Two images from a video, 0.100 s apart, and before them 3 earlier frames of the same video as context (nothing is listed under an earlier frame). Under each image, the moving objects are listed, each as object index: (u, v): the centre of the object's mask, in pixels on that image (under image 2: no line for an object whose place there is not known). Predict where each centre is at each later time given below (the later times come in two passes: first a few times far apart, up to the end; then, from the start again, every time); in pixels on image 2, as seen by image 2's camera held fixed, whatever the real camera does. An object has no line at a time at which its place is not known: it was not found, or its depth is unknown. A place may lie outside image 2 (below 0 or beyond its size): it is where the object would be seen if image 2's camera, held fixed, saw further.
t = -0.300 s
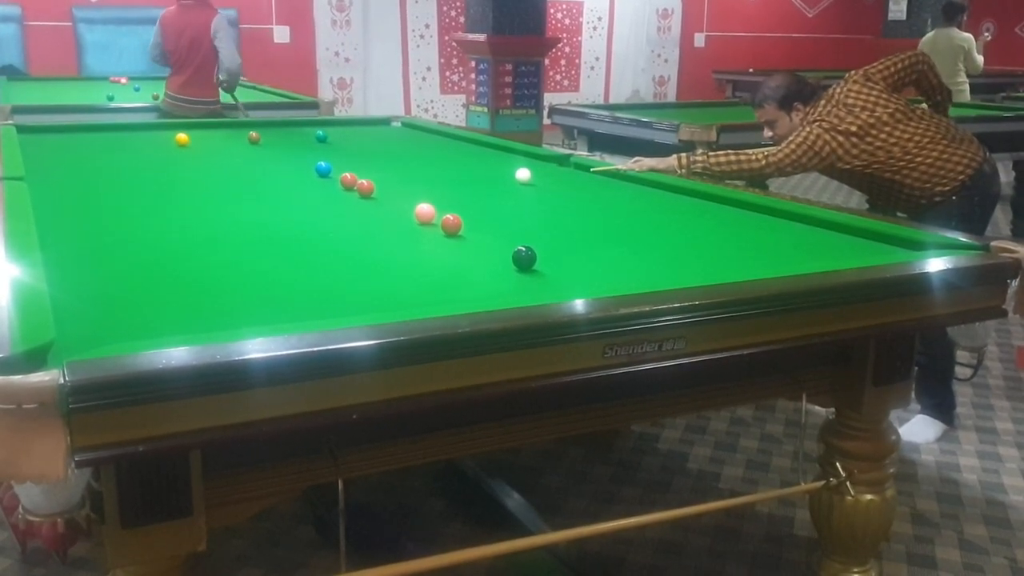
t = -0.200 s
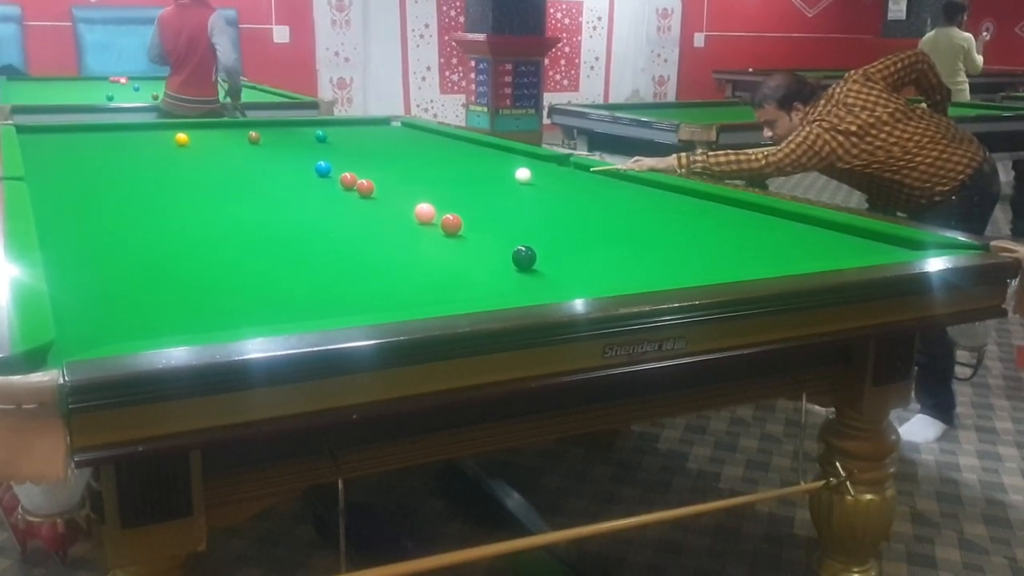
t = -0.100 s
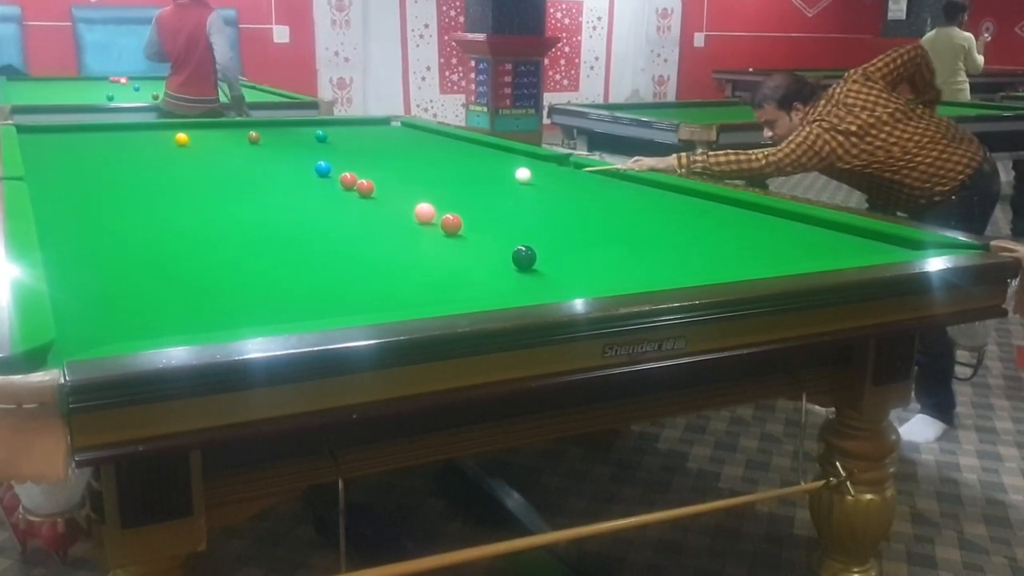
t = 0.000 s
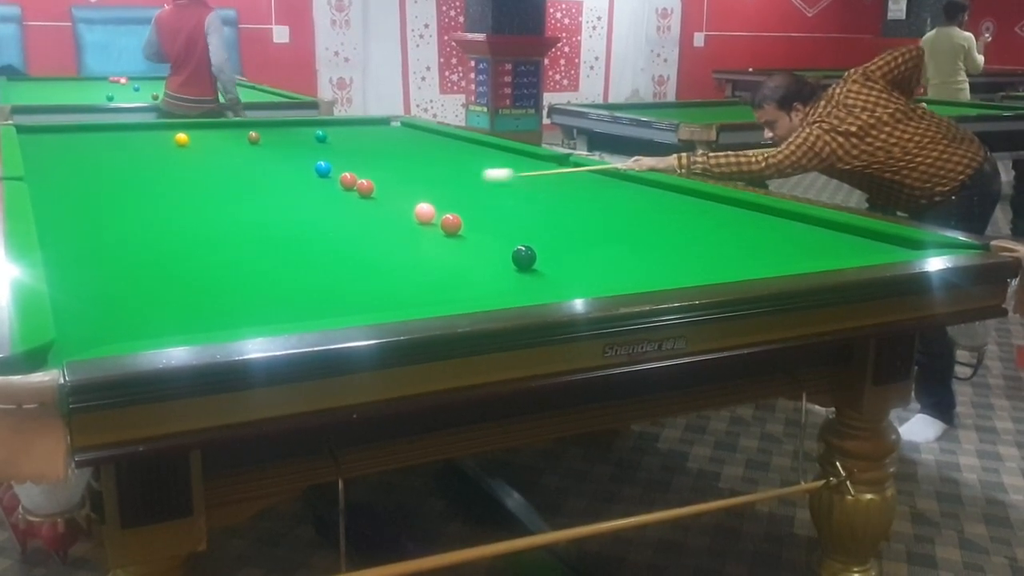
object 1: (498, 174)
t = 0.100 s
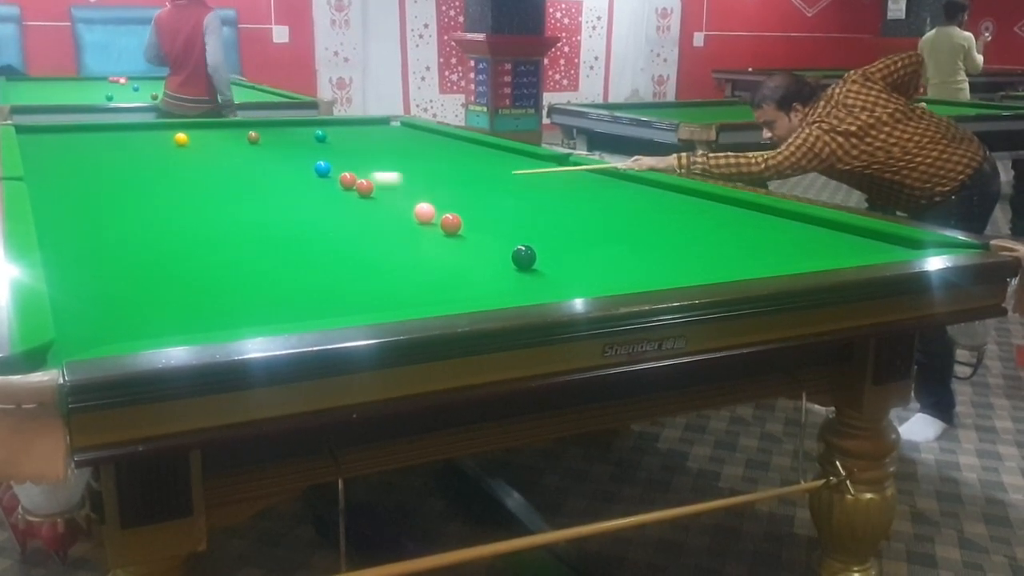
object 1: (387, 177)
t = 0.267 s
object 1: (351, 183)
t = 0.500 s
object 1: (316, 192)
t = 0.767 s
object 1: (270, 201)
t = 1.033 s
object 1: (221, 211)
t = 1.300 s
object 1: (170, 221)
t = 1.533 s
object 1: (122, 231)
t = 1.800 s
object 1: (66, 243)
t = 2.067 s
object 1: (83, 248)
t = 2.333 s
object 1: (122, 251)
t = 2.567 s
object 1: (153, 253)
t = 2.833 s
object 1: (187, 254)
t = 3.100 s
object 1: (216, 256)
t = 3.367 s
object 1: (242, 257)
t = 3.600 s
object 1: (261, 258)
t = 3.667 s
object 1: (266, 258)
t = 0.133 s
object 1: (364, 177)
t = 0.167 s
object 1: (362, 177)
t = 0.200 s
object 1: (359, 179)
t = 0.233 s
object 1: (355, 181)
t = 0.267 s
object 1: (351, 183)
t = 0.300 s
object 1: (347, 185)
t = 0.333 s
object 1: (342, 187)
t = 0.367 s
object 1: (337, 188)
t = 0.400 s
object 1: (332, 189)
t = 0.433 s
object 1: (326, 190)
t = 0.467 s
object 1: (321, 191)
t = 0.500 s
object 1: (316, 192)
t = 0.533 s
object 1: (310, 193)
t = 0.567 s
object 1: (304, 194)
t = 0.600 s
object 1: (299, 196)
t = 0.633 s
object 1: (293, 196)
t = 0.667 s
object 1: (288, 197)
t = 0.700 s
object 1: (282, 199)
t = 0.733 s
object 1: (276, 200)
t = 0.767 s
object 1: (270, 201)
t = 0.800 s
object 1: (264, 203)
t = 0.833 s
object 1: (258, 203)
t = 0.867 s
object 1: (252, 205)
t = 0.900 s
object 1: (246, 206)
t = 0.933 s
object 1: (240, 207)
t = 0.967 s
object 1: (234, 208)
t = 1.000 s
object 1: (228, 210)
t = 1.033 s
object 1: (221, 211)
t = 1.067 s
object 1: (215, 212)
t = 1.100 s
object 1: (209, 213)
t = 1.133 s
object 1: (203, 214)
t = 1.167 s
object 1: (196, 216)
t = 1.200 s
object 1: (190, 217)
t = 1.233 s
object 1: (183, 219)
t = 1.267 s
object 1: (177, 220)
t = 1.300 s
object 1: (170, 221)
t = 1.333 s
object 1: (163, 222)
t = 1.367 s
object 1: (156, 224)
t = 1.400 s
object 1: (150, 226)
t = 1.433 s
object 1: (143, 227)
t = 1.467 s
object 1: (136, 228)
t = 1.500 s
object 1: (129, 230)
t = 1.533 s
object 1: (122, 231)
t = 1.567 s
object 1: (116, 233)
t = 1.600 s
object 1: (109, 234)
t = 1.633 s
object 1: (102, 235)
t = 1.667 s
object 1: (95, 237)
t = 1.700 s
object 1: (88, 238)
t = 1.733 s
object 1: (80, 240)
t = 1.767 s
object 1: (73, 241)
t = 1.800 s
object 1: (66, 243)
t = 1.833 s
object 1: (59, 244)
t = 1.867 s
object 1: (53, 246)
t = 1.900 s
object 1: (58, 246)
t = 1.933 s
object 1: (63, 247)
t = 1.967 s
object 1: (68, 247)
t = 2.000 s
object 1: (74, 247)
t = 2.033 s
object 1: (79, 247)
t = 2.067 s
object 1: (83, 248)
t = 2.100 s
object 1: (89, 248)
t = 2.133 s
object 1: (93, 249)
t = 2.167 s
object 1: (98, 249)
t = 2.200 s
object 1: (103, 250)
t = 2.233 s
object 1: (108, 249)
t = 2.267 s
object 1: (112, 250)
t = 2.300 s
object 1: (117, 250)
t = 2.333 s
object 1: (122, 251)
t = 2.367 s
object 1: (126, 251)
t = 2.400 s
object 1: (131, 251)
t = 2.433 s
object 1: (136, 251)
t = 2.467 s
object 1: (140, 252)
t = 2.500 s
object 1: (145, 252)
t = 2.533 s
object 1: (149, 252)
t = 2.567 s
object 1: (153, 253)
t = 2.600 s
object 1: (158, 252)
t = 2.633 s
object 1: (162, 253)
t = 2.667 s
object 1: (167, 253)
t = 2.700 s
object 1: (171, 253)
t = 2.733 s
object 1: (175, 254)
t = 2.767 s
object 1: (179, 254)
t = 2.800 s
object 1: (183, 254)
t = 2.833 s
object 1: (187, 254)
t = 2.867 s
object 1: (191, 254)
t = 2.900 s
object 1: (195, 254)
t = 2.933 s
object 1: (198, 254)
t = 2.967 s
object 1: (202, 255)
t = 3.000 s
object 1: (206, 255)
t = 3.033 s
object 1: (210, 255)
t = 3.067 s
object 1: (213, 256)
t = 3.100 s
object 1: (216, 256)
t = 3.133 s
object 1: (220, 256)
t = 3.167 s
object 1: (224, 256)
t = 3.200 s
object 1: (227, 256)
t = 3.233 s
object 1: (230, 256)
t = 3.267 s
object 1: (233, 257)
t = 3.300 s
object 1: (236, 257)
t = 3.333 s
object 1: (239, 257)
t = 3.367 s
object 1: (242, 257)
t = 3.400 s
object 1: (245, 257)
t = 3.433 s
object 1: (248, 257)
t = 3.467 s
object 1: (251, 258)
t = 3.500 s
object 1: (253, 258)
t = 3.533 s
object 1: (256, 258)
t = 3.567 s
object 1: (258, 258)
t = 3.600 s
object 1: (261, 258)
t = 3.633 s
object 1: (263, 258)
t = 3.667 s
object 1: (266, 258)
